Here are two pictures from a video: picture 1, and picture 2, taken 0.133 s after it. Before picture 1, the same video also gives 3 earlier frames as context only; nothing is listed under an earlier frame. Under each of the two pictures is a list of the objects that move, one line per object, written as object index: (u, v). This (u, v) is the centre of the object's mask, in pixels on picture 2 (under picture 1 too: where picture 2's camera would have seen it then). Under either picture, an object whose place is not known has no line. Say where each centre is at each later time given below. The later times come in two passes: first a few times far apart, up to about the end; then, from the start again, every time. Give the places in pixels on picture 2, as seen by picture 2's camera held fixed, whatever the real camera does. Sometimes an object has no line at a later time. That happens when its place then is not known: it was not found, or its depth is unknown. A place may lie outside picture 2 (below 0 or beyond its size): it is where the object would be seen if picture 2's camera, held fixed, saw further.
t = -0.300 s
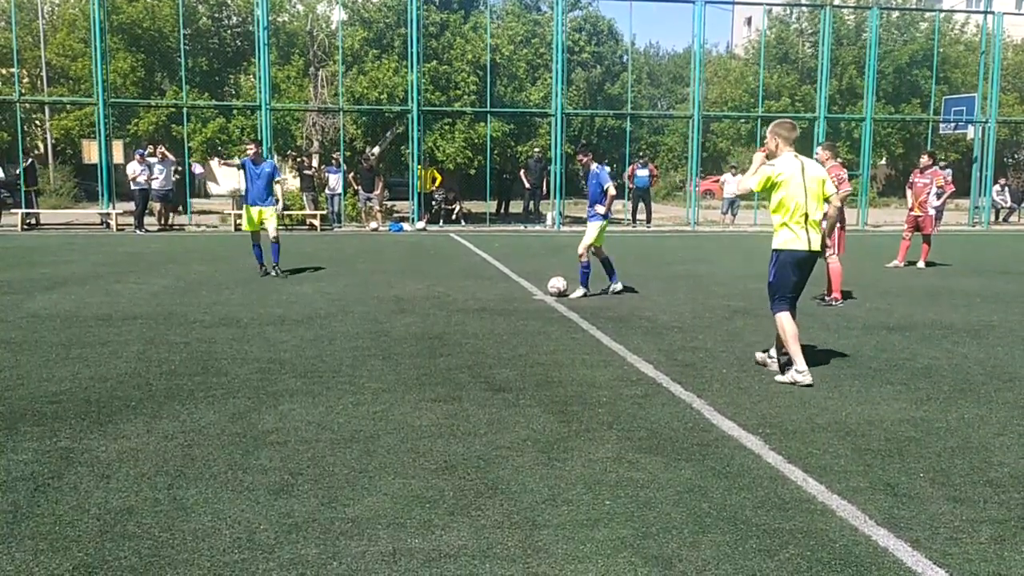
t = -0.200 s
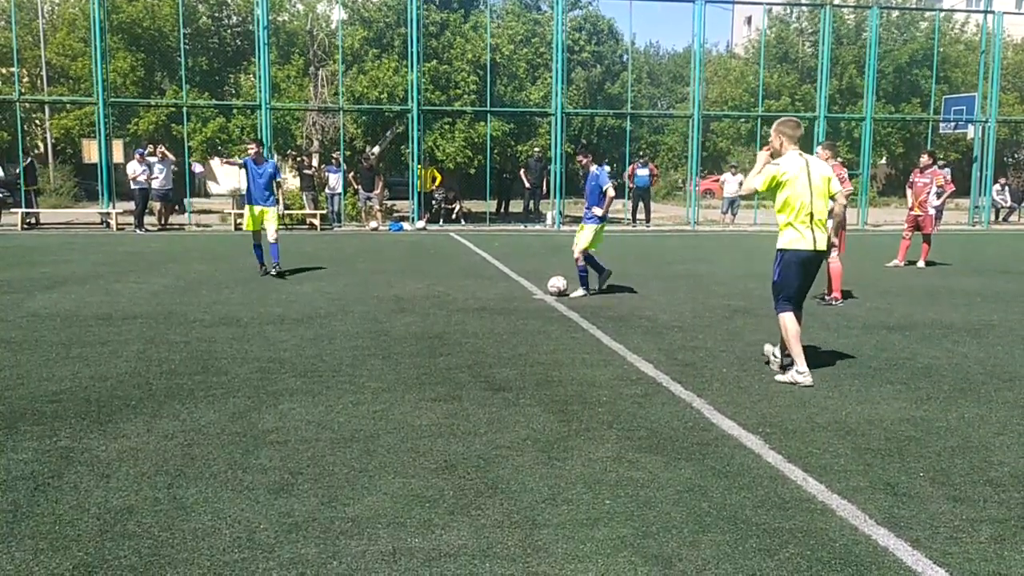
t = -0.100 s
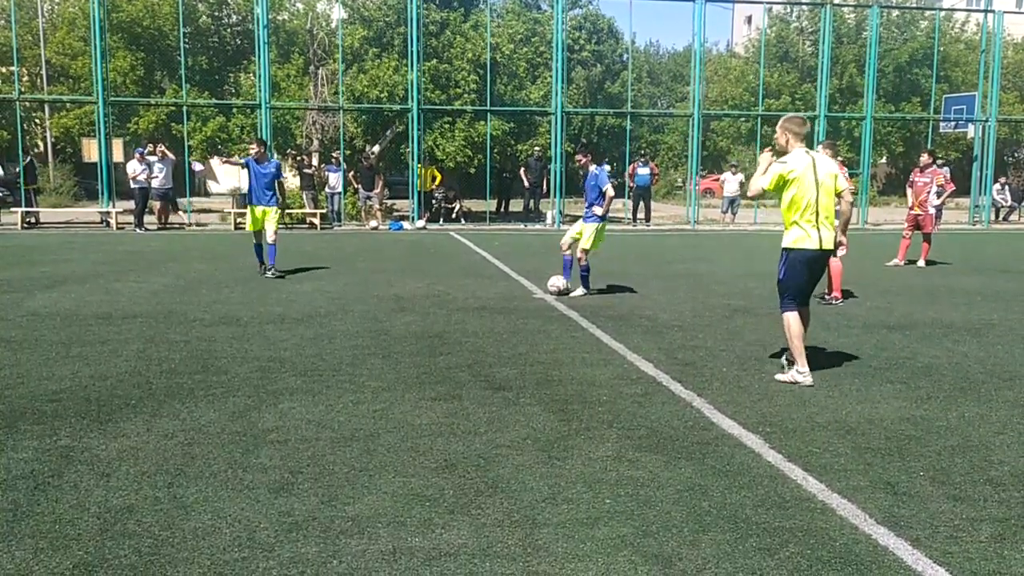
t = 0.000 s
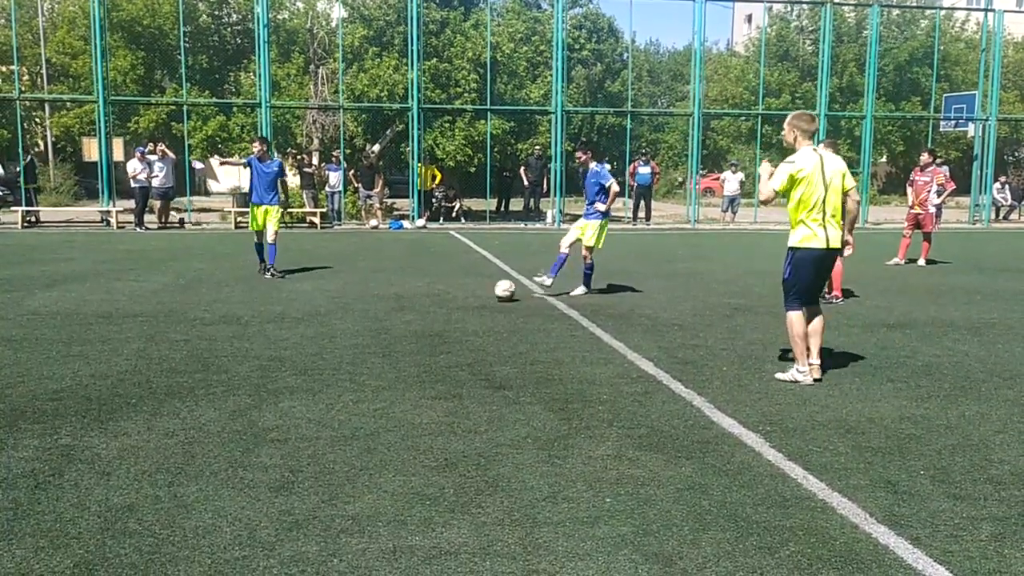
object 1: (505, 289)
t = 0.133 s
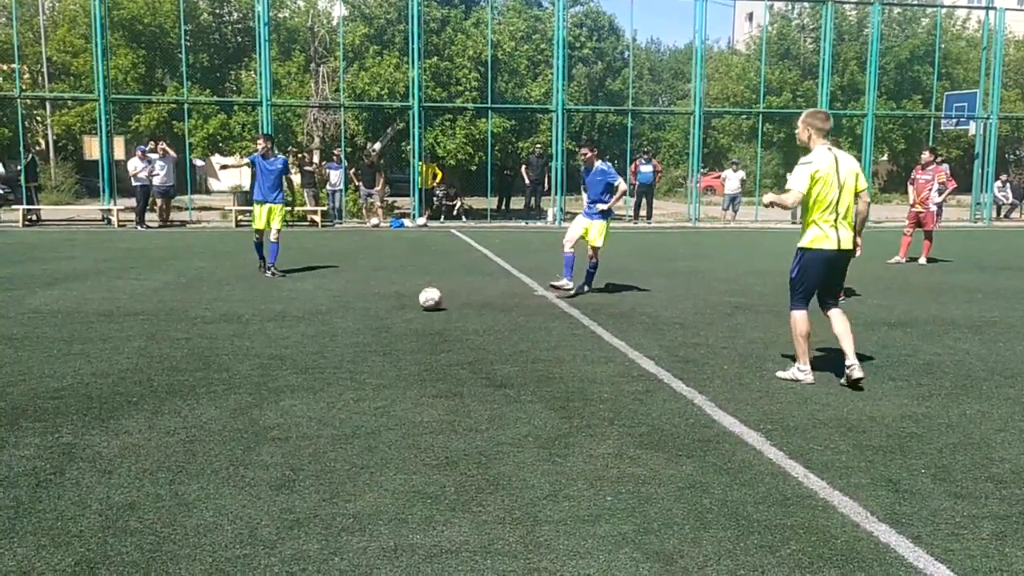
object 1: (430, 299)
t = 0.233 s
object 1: (372, 306)
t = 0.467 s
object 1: (231, 327)
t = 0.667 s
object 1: (100, 345)
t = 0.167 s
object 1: (411, 302)
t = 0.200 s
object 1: (392, 304)
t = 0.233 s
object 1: (372, 306)
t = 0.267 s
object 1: (352, 311)
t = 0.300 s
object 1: (333, 312)
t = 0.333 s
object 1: (313, 315)
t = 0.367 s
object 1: (292, 318)
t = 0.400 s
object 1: (272, 321)
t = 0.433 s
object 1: (252, 324)
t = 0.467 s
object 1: (231, 327)
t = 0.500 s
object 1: (210, 329)
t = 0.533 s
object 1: (189, 331)
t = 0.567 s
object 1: (168, 334)
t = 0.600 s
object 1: (147, 339)
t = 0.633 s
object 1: (124, 340)
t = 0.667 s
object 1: (100, 345)
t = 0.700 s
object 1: (76, 349)
